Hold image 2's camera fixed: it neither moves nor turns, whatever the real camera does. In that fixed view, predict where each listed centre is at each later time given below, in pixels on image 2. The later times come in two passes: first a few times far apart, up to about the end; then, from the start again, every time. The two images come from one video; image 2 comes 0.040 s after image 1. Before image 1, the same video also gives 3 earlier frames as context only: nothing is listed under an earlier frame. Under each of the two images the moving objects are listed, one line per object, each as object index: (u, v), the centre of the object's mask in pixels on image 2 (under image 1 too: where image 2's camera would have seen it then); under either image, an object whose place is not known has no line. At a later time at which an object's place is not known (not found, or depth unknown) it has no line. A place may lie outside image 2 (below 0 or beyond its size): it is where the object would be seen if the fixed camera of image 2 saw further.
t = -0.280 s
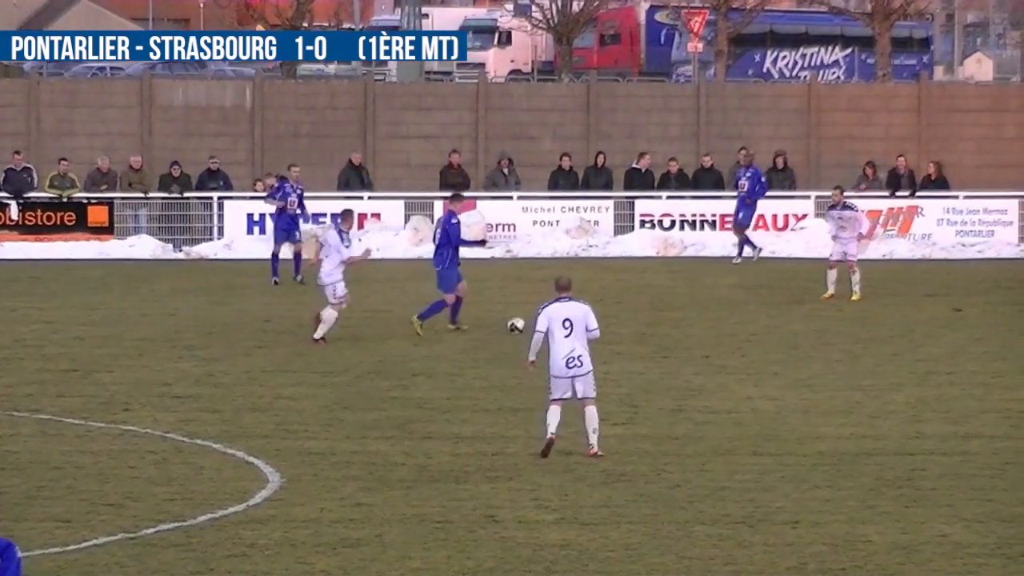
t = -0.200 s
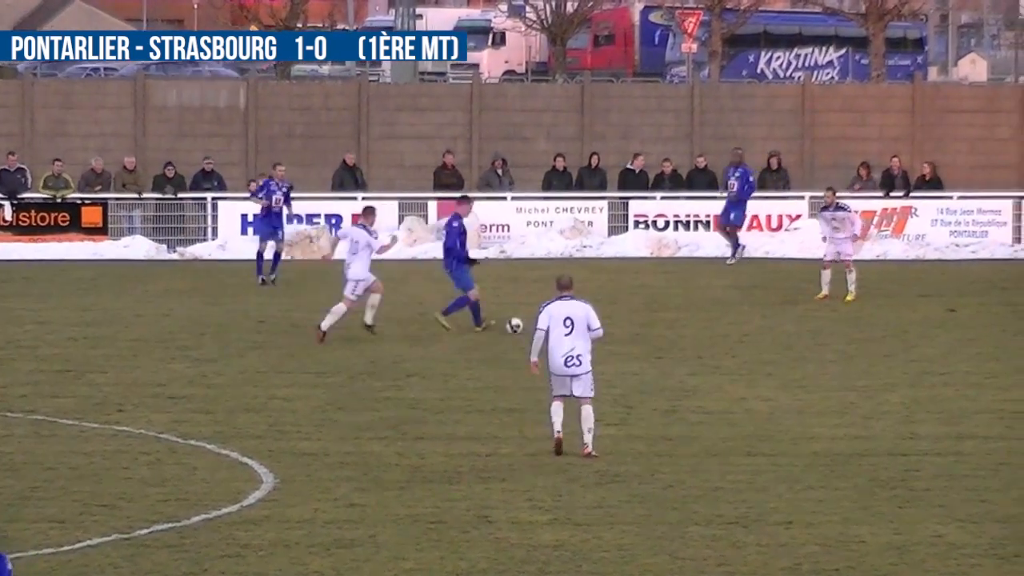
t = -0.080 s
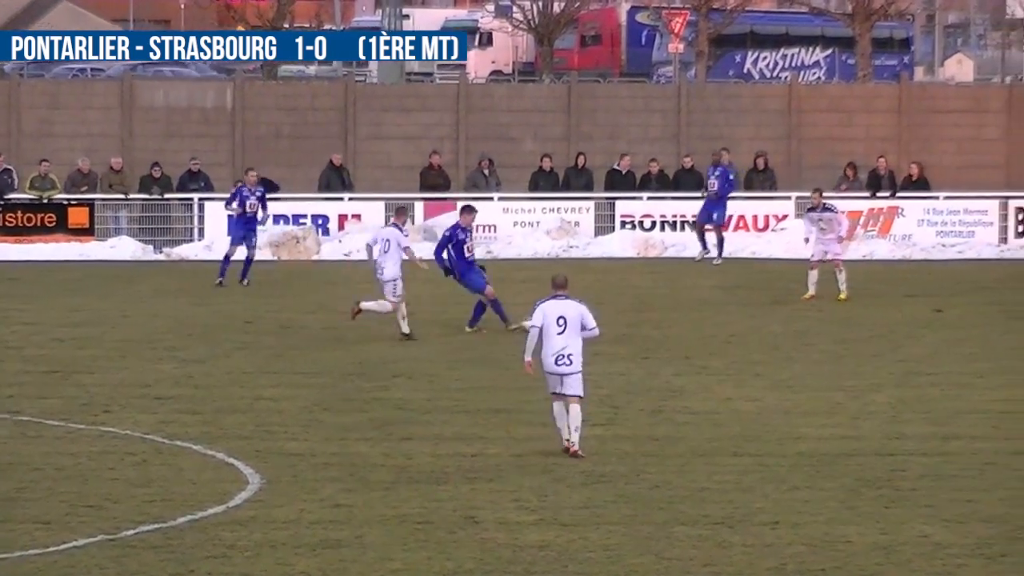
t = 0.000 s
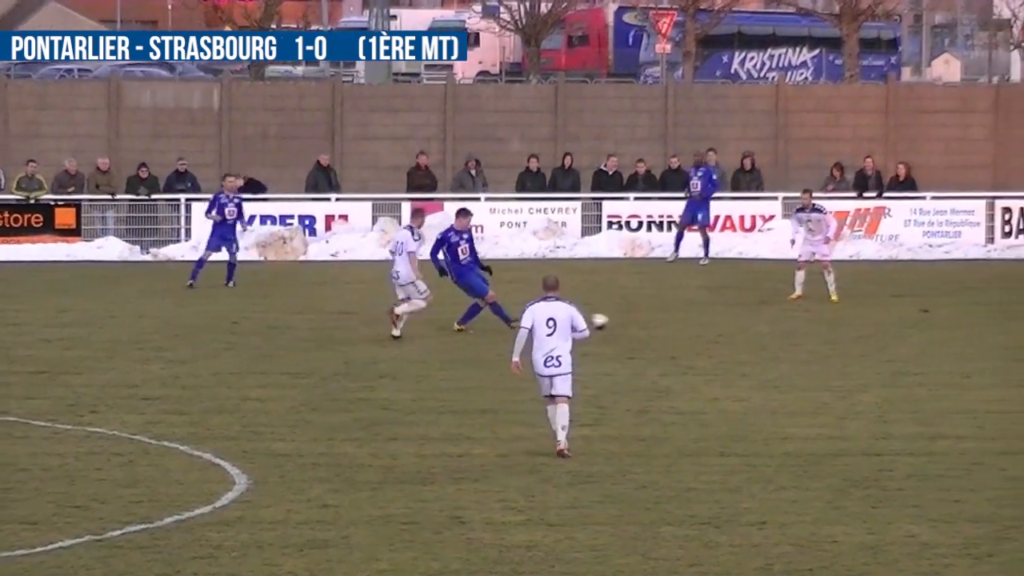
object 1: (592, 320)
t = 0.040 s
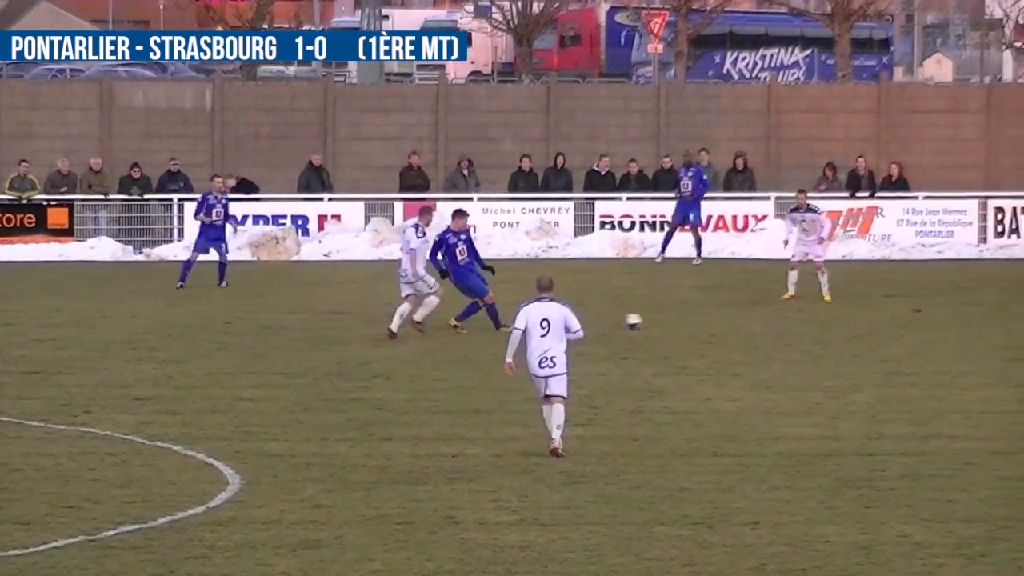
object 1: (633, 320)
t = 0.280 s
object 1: (843, 313)
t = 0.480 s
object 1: (989, 310)
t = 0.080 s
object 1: (670, 320)
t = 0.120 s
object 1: (705, 315)
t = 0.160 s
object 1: (740, 314)
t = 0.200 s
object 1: (774, 312)
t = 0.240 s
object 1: (808, 312)
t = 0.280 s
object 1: (843, 313)
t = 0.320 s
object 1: (874, 312)
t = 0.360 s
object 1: (904, 311)
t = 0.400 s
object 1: (931, 309)
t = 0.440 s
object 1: (960, 307)
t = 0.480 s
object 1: (989, 310)
